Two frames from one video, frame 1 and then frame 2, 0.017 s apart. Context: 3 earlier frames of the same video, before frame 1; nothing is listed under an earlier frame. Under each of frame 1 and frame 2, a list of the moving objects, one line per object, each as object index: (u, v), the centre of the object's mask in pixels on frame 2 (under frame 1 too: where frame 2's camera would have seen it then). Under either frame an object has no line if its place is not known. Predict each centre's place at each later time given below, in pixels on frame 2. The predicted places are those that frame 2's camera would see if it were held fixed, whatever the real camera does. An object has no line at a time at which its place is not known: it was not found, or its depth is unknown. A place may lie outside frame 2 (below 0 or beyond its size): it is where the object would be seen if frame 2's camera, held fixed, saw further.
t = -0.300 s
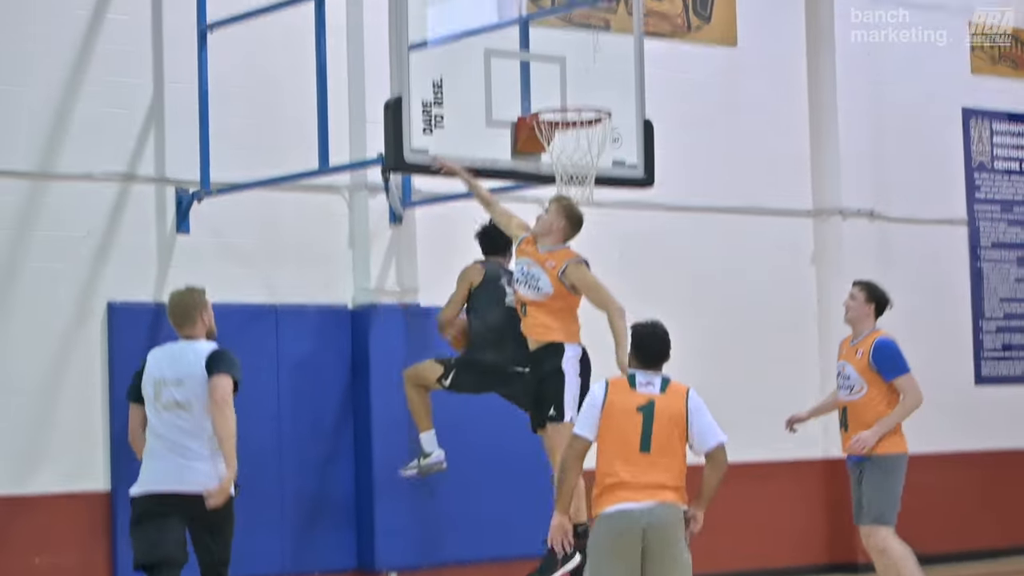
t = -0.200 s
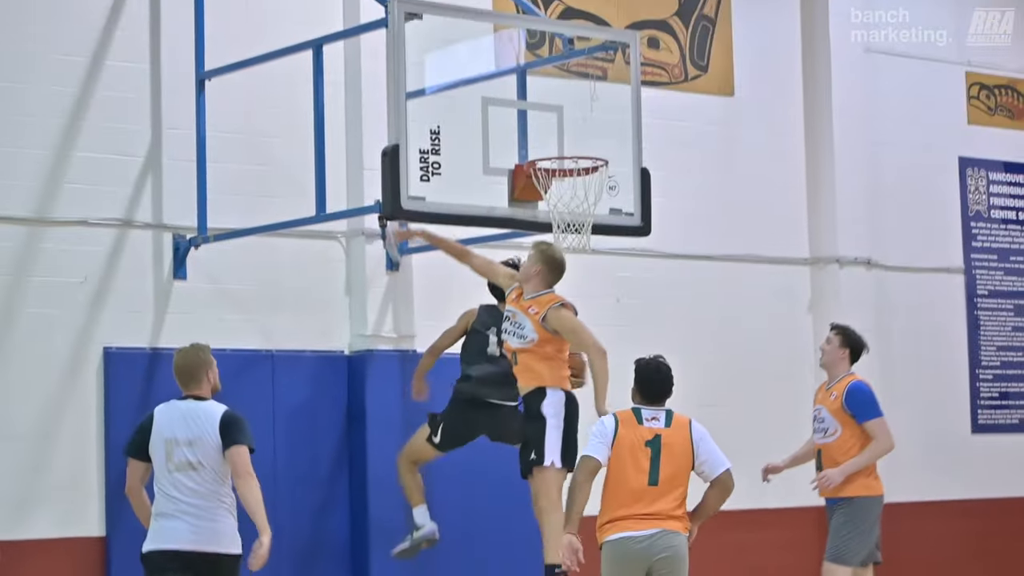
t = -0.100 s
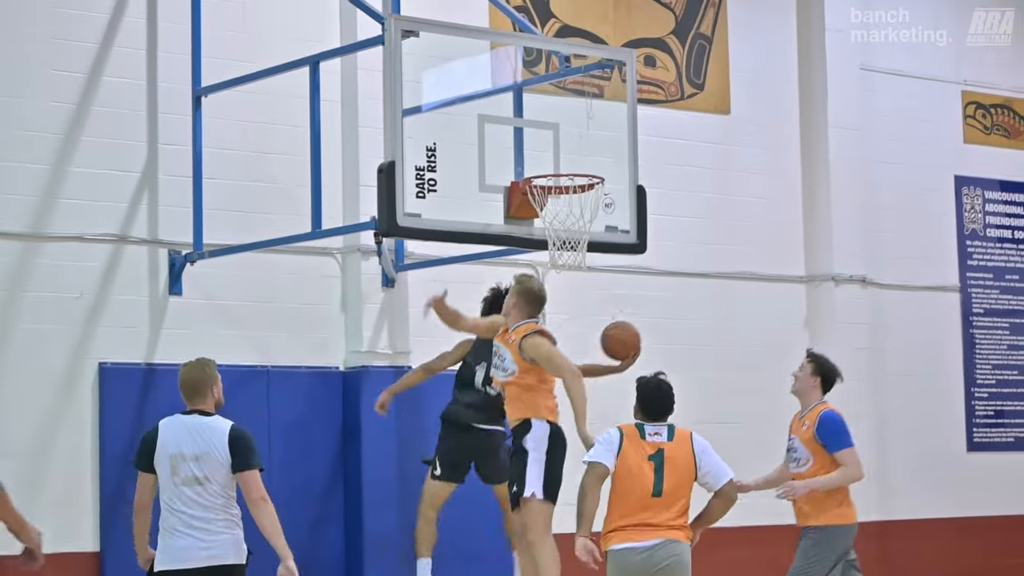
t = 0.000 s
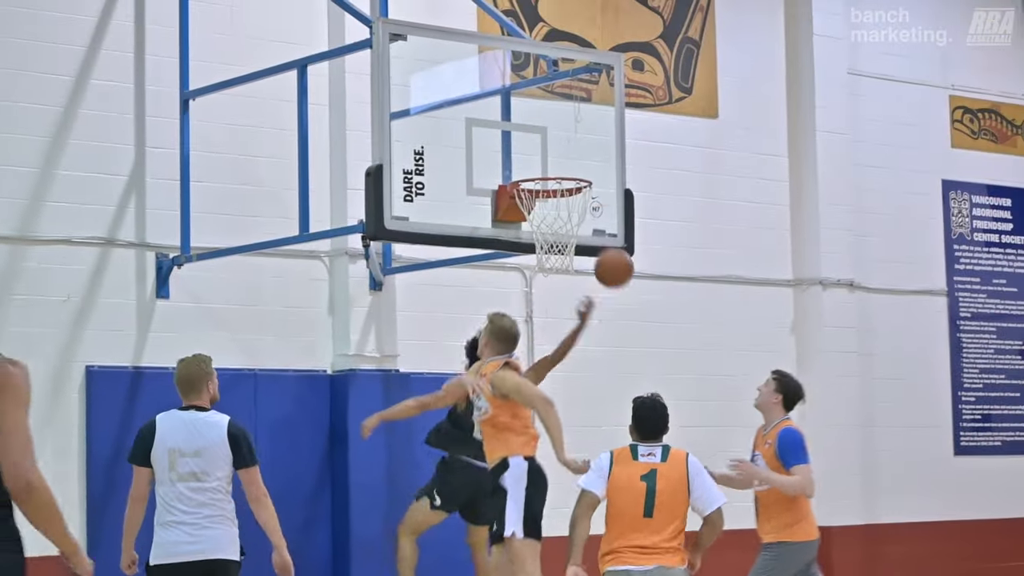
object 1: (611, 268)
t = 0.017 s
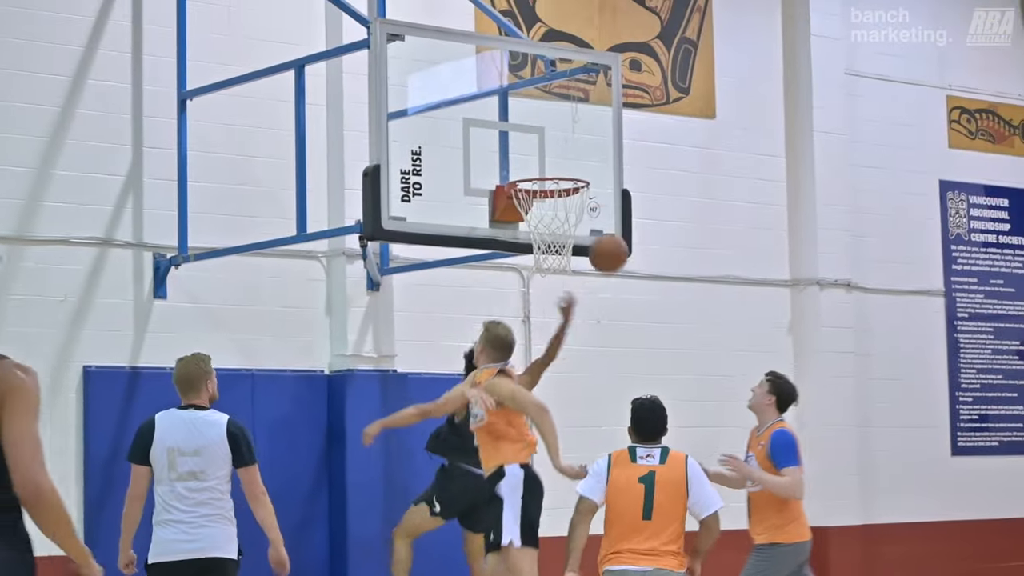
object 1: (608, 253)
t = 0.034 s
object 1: (606, 240)
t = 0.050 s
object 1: (602, 225)
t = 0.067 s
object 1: (601, 211)
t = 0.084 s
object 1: (600, 199)
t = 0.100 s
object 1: (598, 184)
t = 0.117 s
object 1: (592, 171)
